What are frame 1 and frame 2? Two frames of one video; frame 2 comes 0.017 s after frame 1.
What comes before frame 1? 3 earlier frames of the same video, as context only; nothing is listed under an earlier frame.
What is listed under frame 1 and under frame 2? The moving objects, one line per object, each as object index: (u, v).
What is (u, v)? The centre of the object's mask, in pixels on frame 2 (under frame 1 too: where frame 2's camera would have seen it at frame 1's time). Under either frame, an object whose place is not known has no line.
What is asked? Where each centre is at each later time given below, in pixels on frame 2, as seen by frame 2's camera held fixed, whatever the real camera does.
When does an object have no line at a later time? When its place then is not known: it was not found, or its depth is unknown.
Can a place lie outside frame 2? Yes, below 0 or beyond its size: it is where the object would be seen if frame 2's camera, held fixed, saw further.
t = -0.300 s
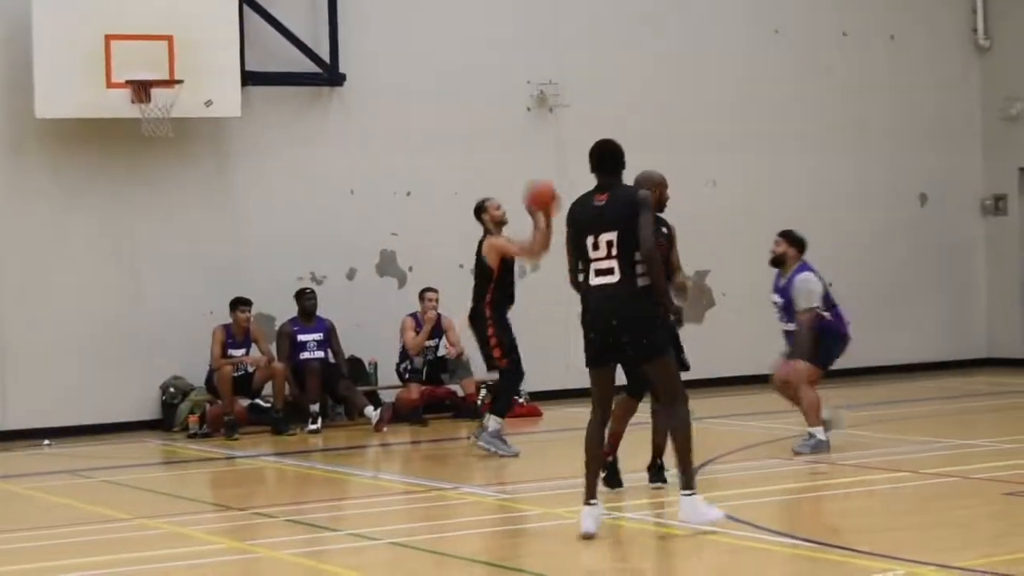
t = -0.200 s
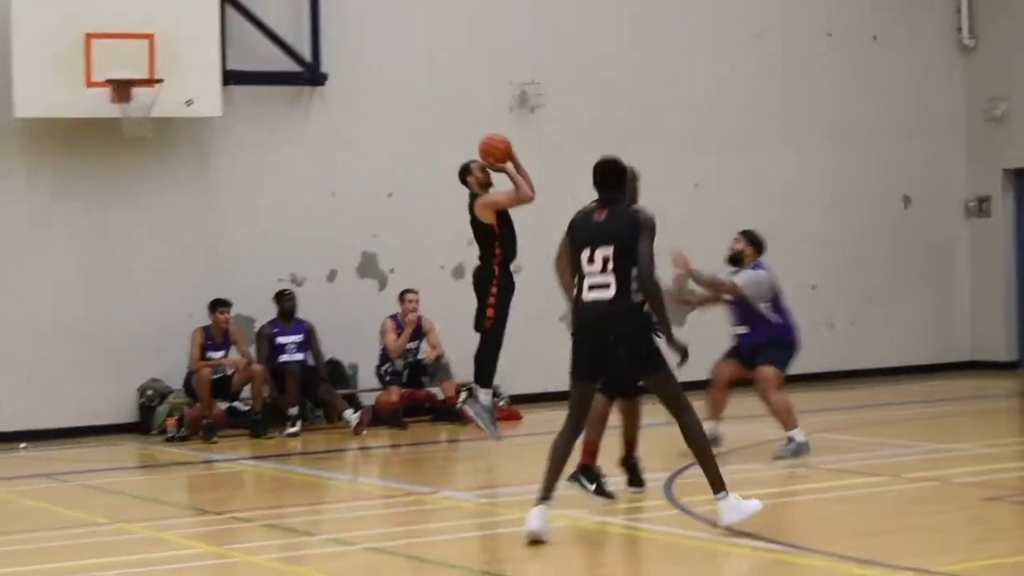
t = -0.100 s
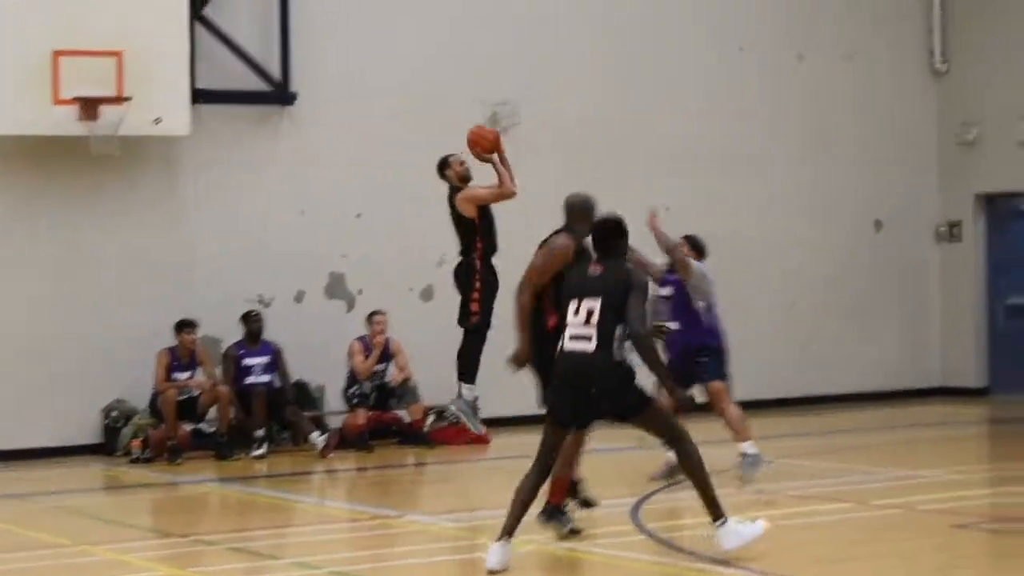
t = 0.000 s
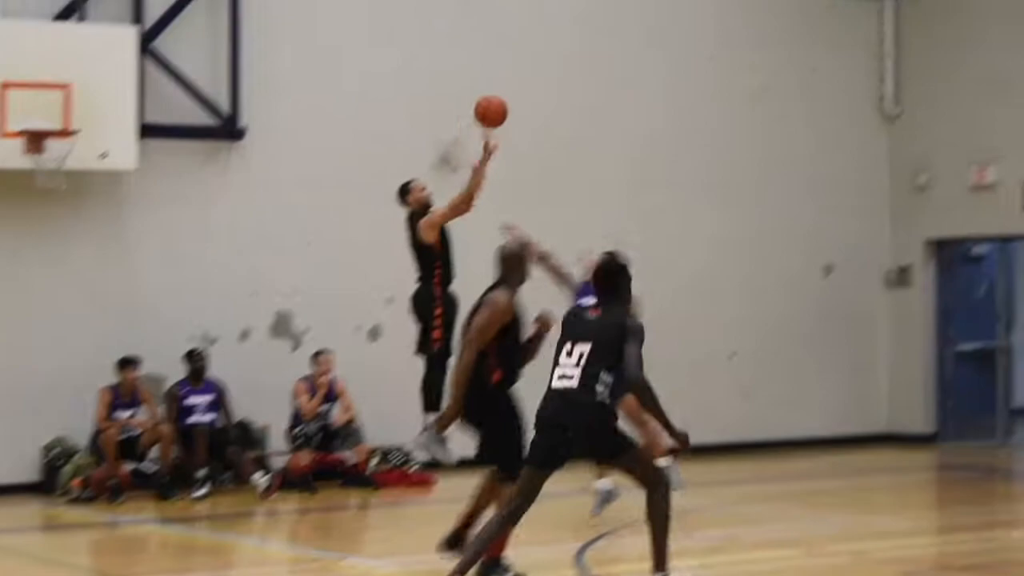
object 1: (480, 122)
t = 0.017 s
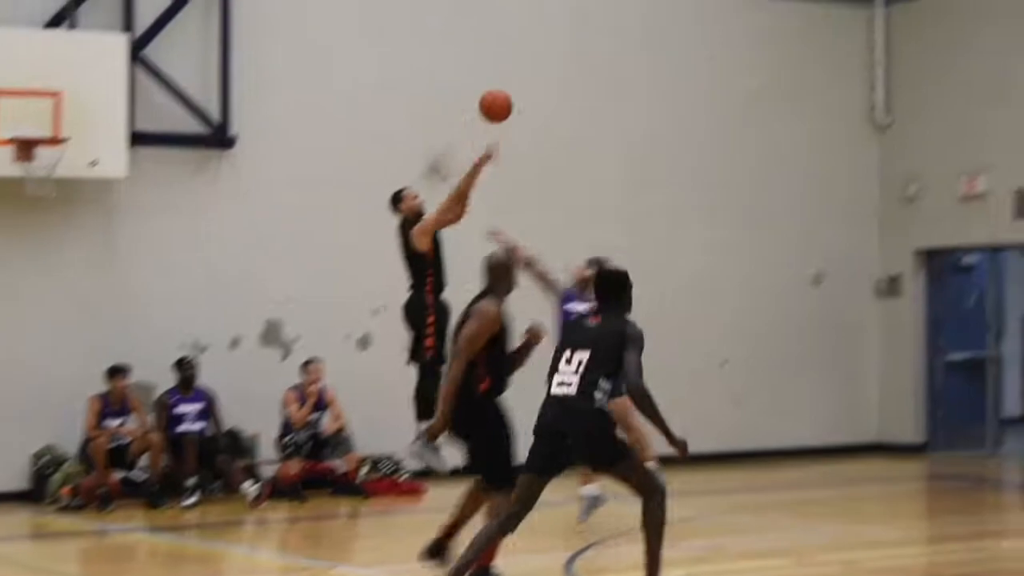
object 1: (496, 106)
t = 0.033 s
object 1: (513, 92)
